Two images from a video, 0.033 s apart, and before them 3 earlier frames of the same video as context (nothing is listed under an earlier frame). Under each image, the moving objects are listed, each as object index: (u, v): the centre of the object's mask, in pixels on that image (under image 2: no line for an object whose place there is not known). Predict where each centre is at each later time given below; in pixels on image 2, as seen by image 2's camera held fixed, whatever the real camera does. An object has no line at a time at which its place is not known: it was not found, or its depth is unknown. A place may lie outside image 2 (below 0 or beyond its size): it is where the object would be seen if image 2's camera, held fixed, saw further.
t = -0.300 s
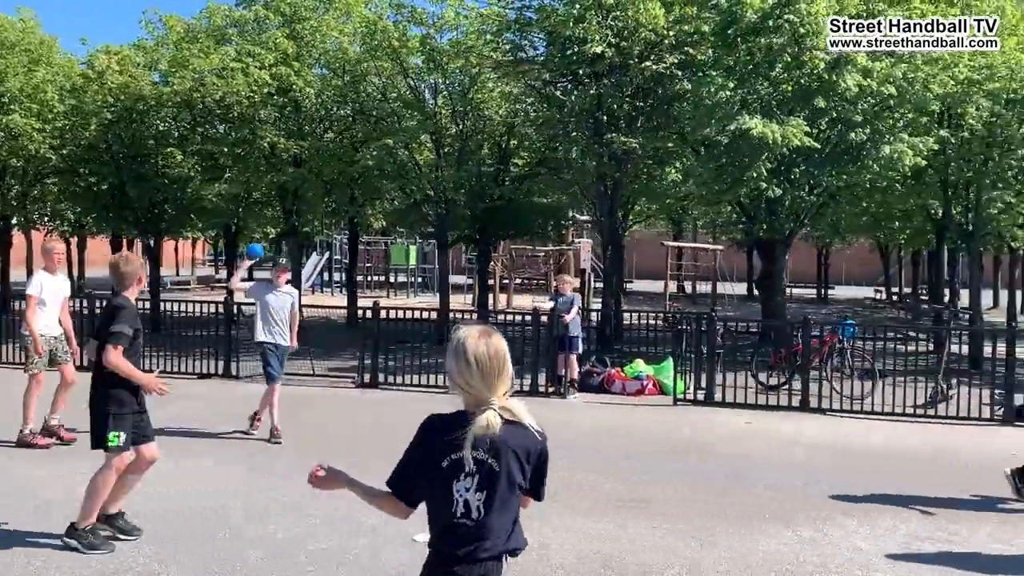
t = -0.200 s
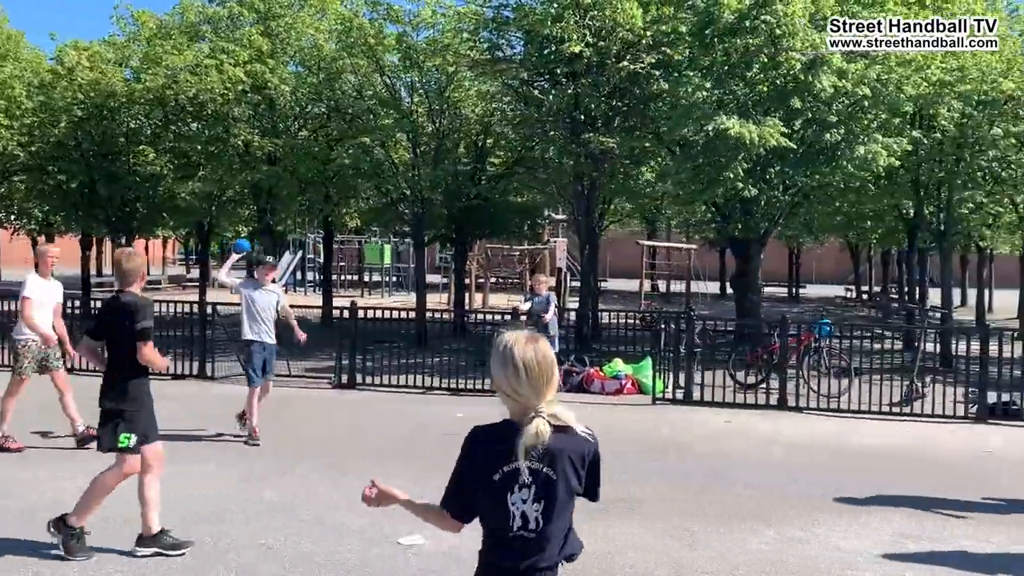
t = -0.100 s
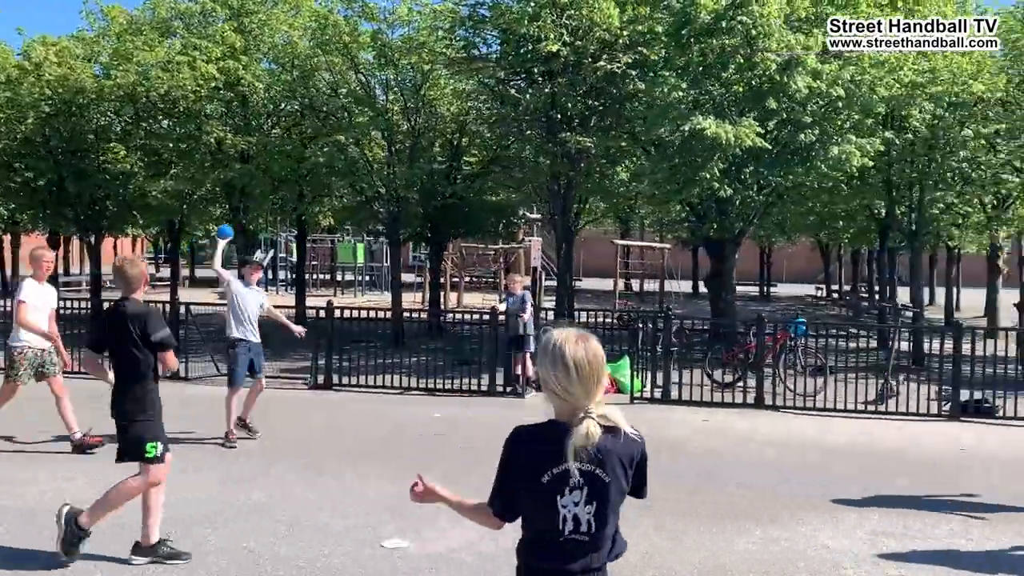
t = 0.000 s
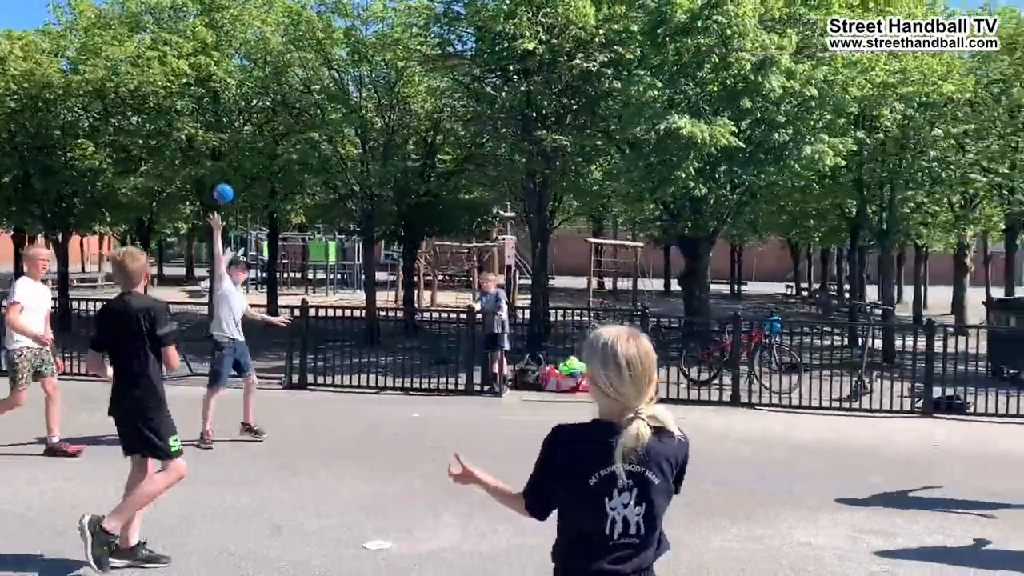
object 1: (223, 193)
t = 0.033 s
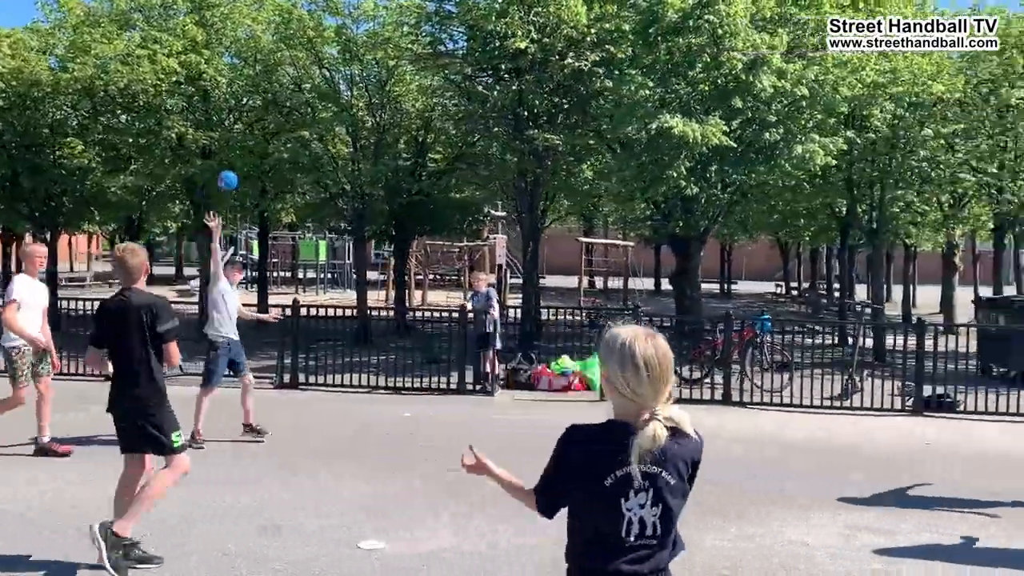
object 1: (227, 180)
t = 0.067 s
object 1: (241, 169)
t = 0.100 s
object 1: (257, 160)
